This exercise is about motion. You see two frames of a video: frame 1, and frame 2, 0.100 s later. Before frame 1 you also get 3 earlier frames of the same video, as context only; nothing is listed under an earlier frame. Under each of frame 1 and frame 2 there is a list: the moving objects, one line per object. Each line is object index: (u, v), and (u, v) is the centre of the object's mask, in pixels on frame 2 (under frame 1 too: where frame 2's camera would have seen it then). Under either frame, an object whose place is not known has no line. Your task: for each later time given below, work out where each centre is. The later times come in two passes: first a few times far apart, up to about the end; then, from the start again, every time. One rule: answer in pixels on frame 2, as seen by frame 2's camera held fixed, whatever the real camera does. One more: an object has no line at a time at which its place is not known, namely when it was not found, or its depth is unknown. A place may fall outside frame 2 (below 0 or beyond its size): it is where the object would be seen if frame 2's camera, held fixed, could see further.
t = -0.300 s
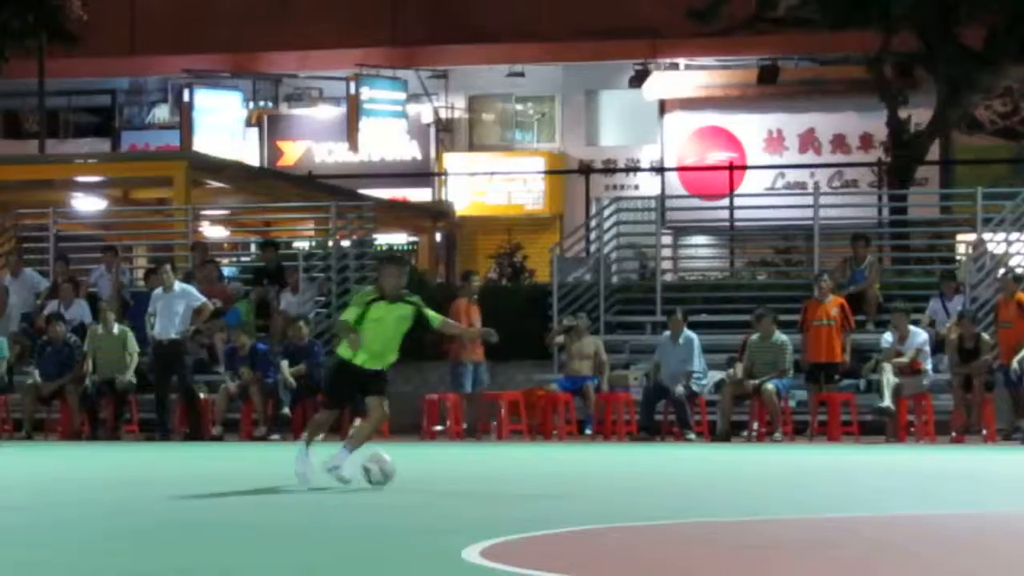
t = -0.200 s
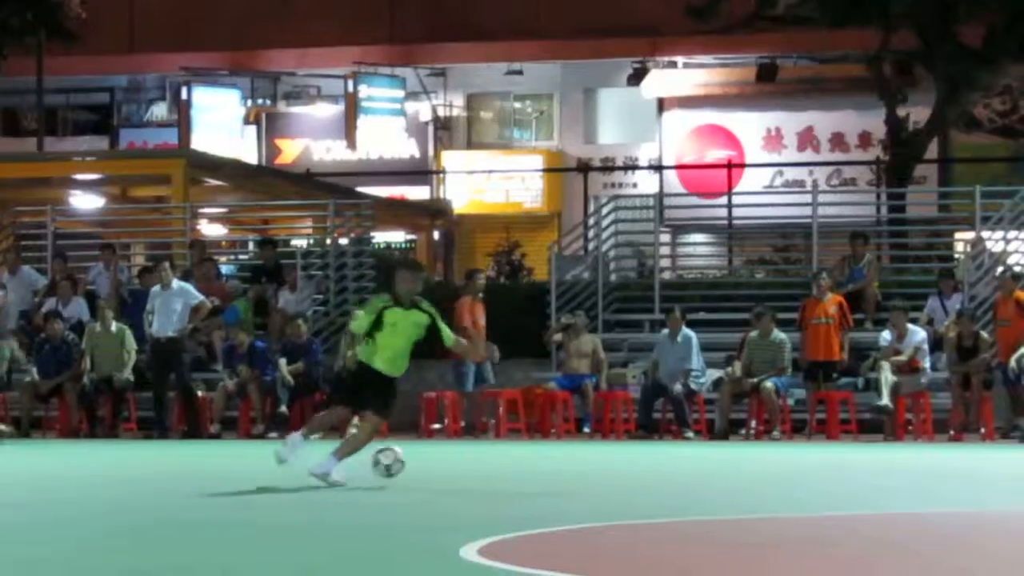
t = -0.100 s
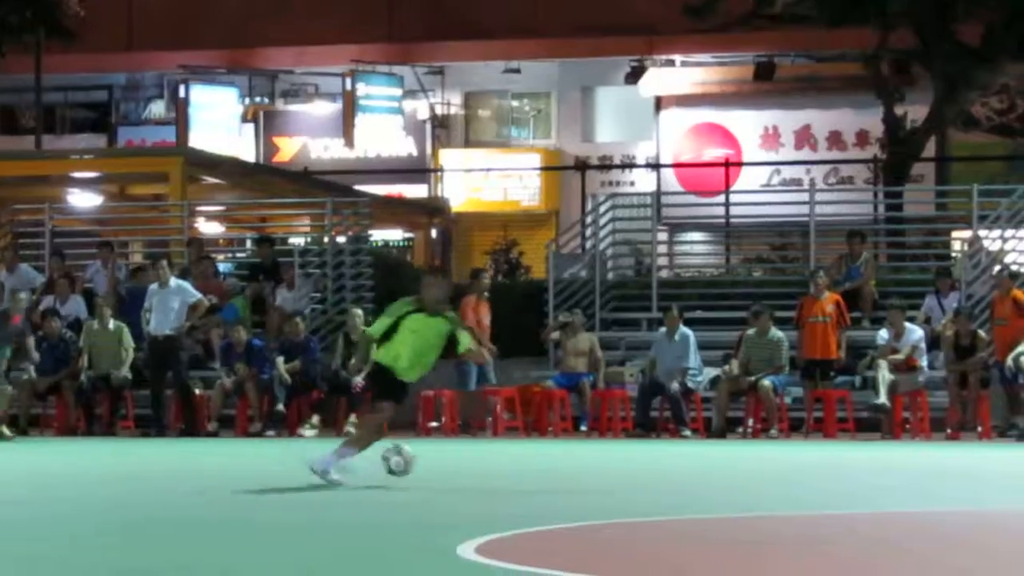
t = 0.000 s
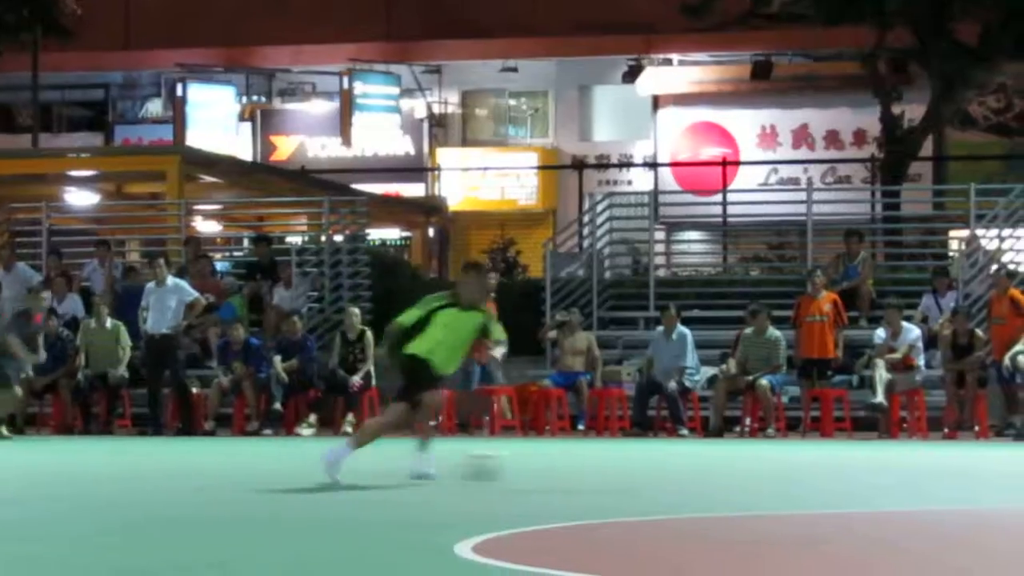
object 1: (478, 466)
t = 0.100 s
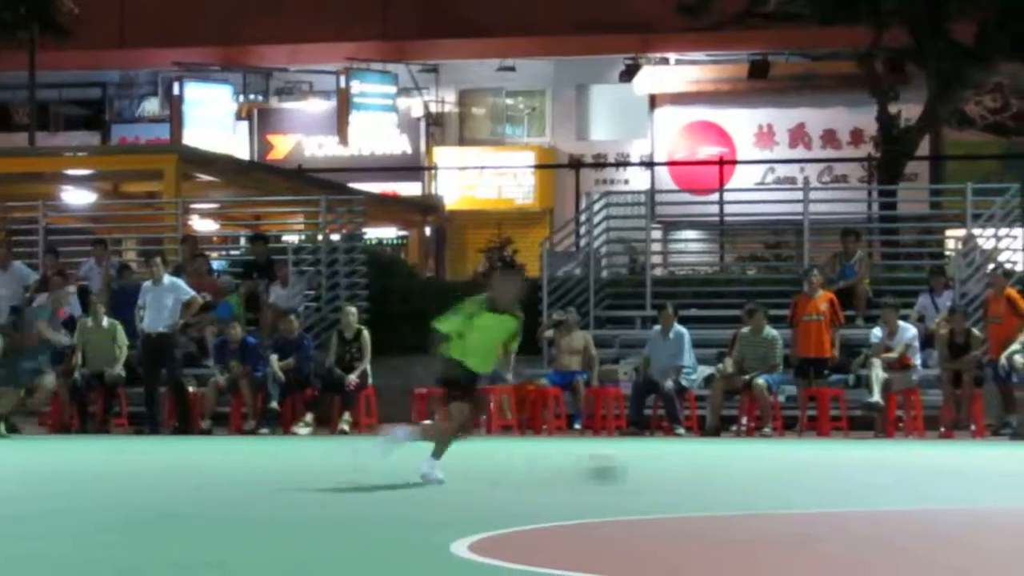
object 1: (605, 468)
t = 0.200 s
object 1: (718, 466)
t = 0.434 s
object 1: (926, 469)
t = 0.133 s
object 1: (644, 469)
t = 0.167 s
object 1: (683, 466)
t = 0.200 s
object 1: (718, 466)
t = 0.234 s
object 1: (751, 468)
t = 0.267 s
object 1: (783, 467)
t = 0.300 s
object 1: (812, 468)
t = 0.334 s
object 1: (841, 468)
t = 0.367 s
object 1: (870, 470)
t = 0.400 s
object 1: (896, 469)
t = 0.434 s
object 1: (926, 469)
